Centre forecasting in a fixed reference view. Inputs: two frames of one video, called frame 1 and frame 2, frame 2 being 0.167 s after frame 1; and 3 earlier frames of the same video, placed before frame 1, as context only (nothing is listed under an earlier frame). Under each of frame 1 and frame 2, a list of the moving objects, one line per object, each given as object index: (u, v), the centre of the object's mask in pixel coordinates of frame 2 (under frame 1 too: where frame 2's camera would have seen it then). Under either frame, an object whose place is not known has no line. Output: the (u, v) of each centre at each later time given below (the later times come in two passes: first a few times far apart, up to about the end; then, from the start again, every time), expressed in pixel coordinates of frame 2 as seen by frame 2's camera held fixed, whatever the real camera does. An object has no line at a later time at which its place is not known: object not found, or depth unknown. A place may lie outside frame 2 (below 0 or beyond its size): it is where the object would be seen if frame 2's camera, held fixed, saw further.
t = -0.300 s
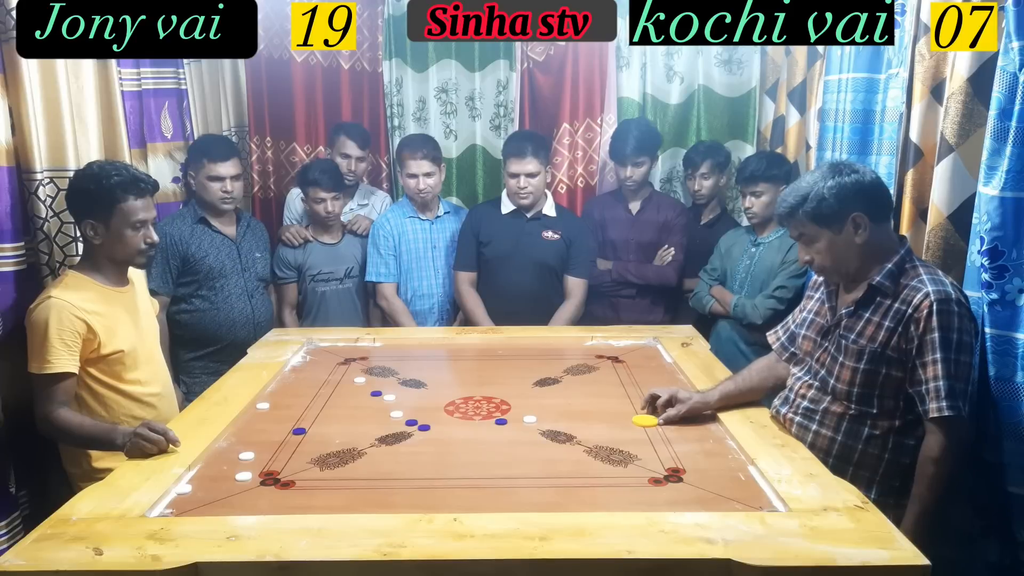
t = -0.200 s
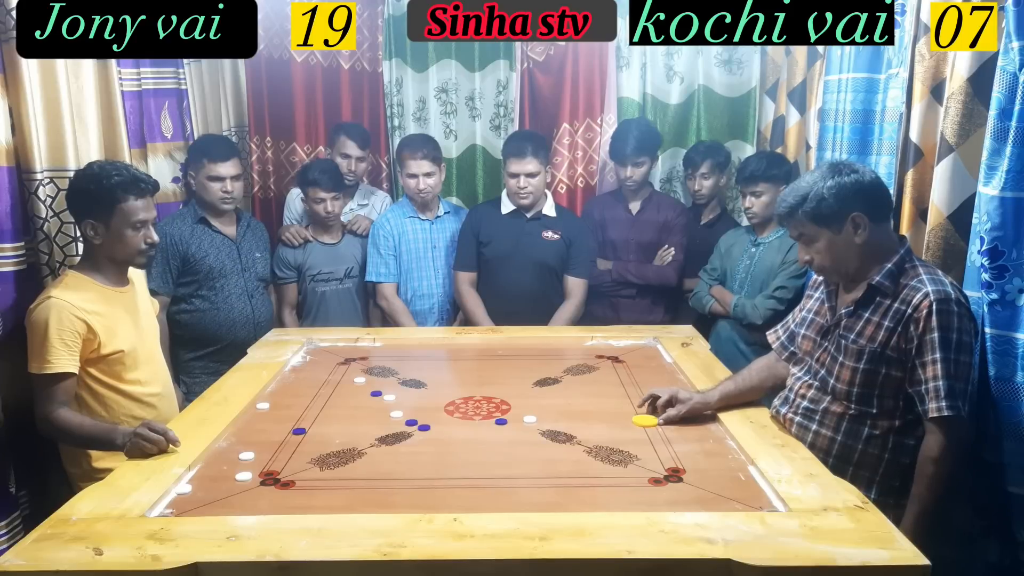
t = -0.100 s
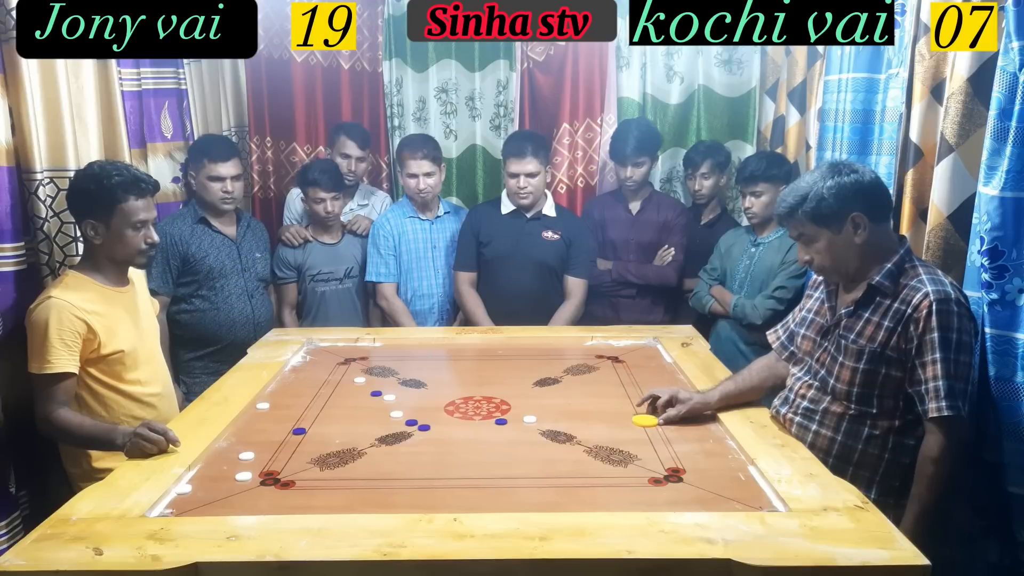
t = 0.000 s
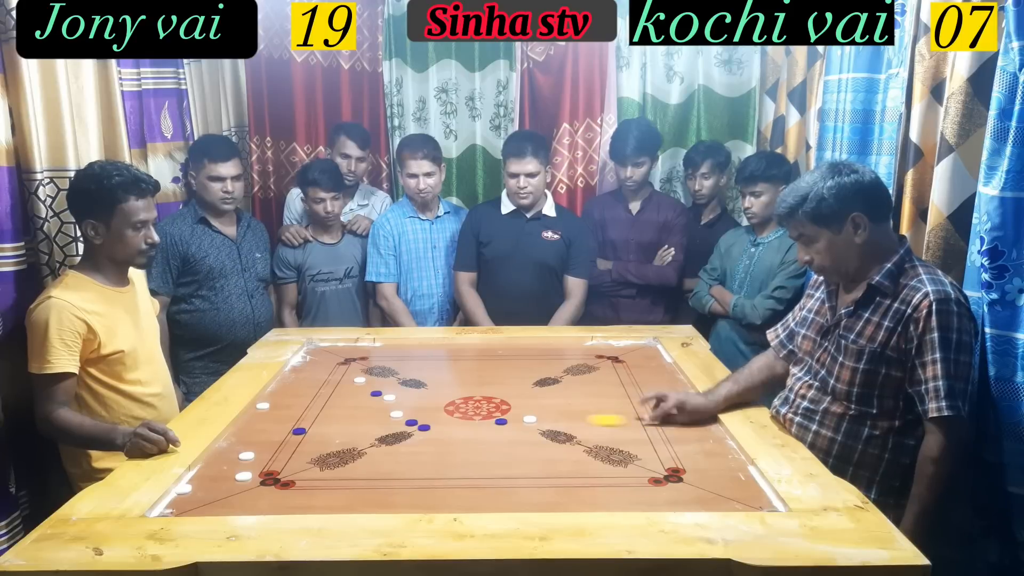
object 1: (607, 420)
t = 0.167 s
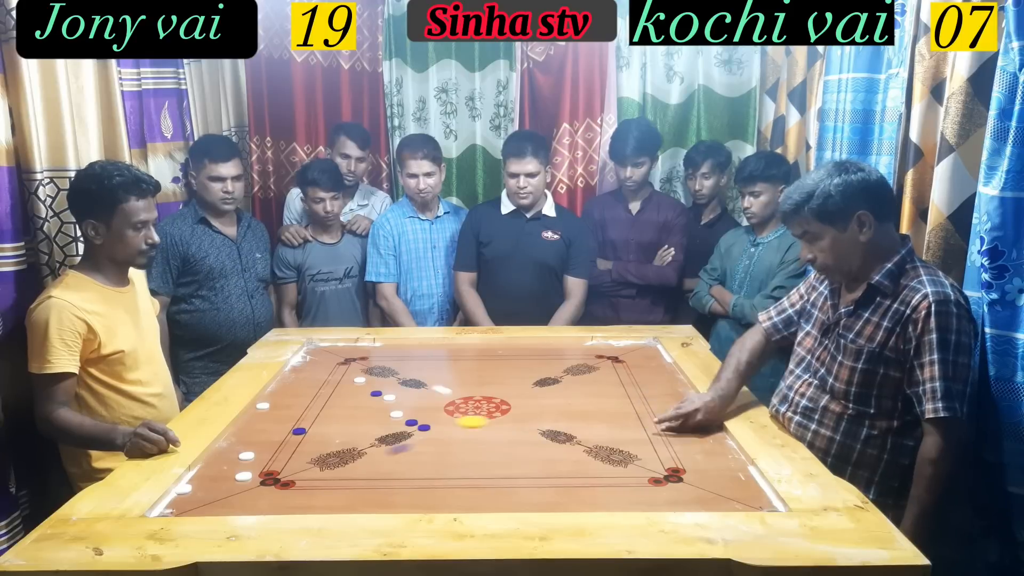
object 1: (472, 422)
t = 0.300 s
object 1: (409, 420)
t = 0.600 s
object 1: (336, 419)
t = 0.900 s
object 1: (337, 419)
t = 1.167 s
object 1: (337, 419)
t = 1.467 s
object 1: (337, 419)
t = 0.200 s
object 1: (450, 422)
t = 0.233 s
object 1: (431, 422)
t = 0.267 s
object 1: (420, 421)
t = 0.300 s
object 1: (409, 420)
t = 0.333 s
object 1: (398, 420)
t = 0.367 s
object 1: (389, 420)
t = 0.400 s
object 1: (380, 420)
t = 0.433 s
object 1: (372, 420)
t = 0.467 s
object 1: (363, 420)
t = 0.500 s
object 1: (356, 419)
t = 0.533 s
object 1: (348, 419)
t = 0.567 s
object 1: (341, 419)
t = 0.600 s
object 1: (336, 419)
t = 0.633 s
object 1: (336, 419)
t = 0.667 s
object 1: (337, 418)
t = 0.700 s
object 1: (337, 419)
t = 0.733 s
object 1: (337, 419)
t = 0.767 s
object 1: (337, 419)
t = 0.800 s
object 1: (337, 419)
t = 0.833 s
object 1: (337, 418)
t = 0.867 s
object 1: (337, 419)
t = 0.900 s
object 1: (337, 419)
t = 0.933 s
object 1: (337, 419)
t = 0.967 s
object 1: (337, 419)
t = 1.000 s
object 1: (337, 419)
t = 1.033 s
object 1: (337, 419)
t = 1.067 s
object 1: (337, 419)
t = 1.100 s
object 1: (337, 419)
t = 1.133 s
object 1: (337, 419)
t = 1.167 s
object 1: (337, 419)
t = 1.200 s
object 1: (337, 419)
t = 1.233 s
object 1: (337, 419)
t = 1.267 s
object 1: (337, 419)
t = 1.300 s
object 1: (337, 419)
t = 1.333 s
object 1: (337, 419)
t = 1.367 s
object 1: (337, 419)
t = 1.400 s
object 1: (337, 419)
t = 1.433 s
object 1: (337, 419)
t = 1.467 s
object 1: (337, 419)
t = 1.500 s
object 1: (337, 419)
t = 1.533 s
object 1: (337, 419)
